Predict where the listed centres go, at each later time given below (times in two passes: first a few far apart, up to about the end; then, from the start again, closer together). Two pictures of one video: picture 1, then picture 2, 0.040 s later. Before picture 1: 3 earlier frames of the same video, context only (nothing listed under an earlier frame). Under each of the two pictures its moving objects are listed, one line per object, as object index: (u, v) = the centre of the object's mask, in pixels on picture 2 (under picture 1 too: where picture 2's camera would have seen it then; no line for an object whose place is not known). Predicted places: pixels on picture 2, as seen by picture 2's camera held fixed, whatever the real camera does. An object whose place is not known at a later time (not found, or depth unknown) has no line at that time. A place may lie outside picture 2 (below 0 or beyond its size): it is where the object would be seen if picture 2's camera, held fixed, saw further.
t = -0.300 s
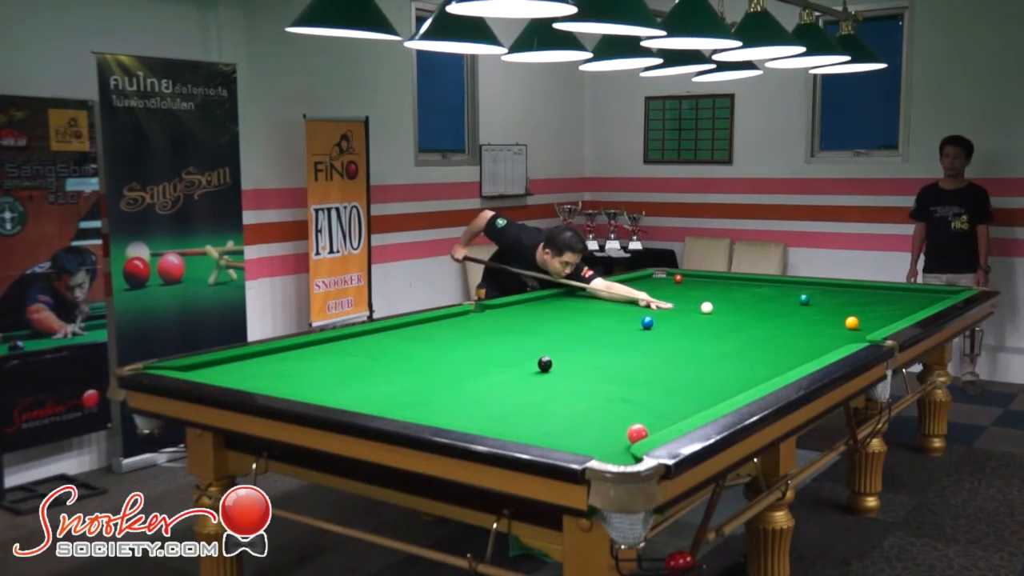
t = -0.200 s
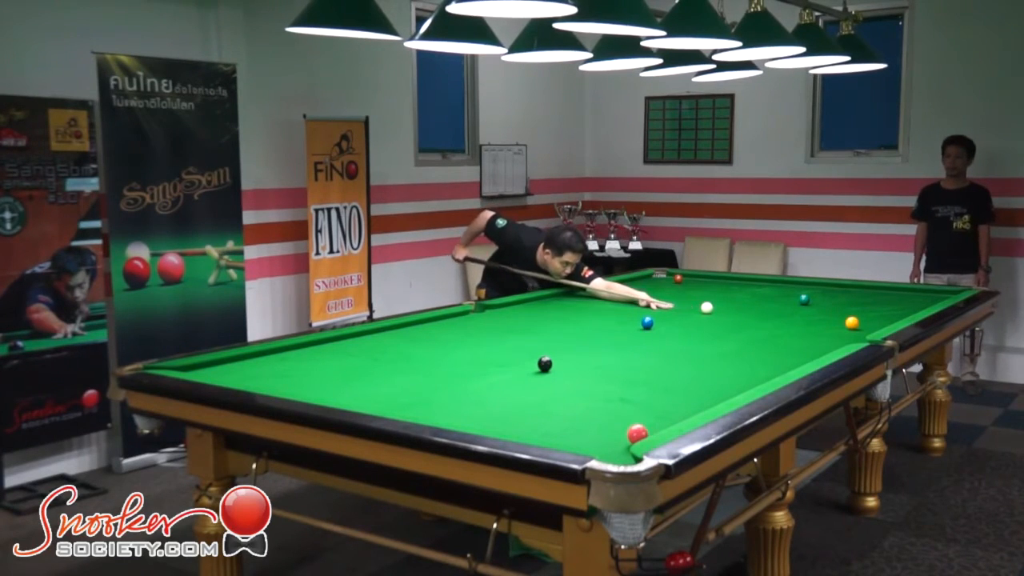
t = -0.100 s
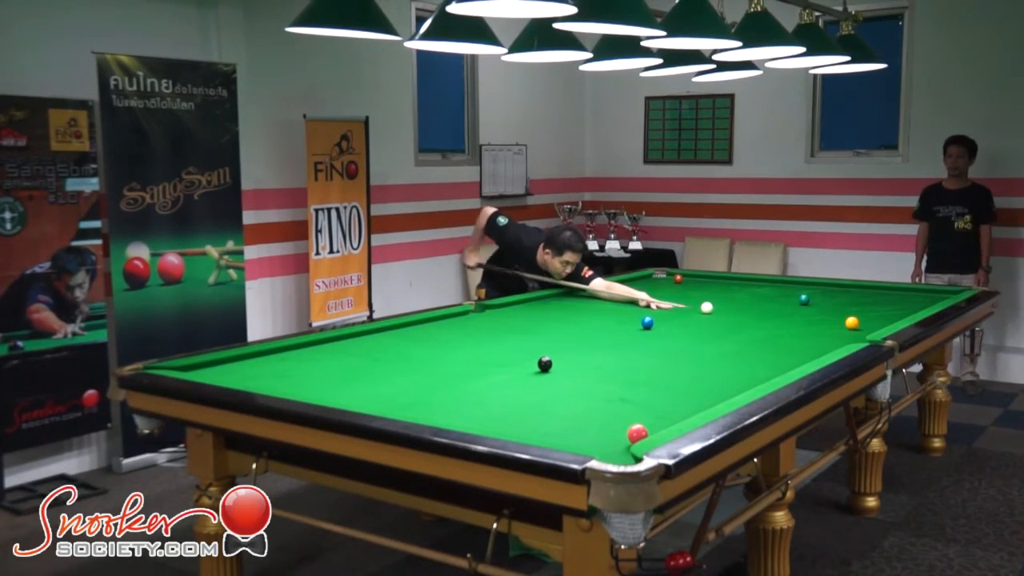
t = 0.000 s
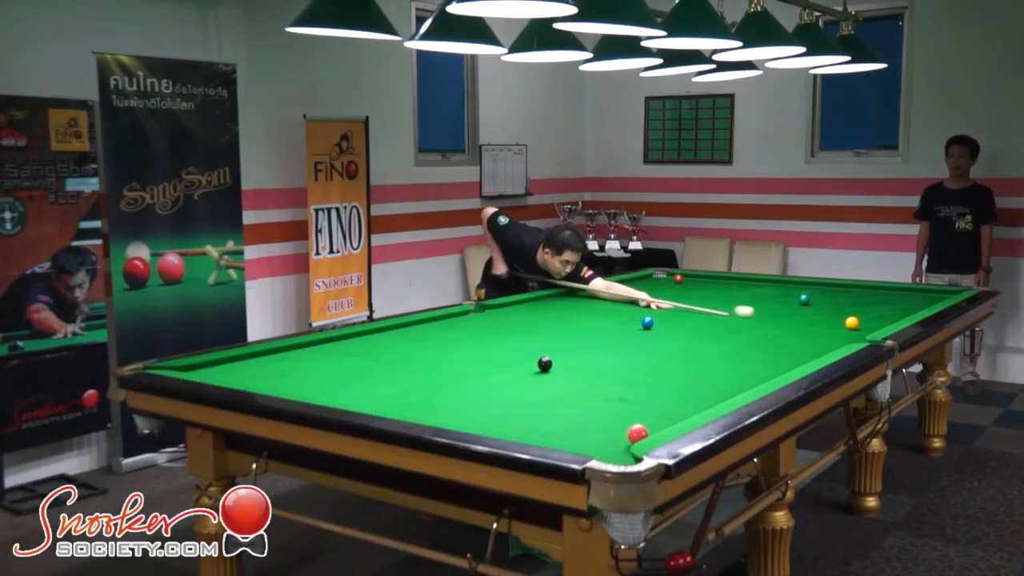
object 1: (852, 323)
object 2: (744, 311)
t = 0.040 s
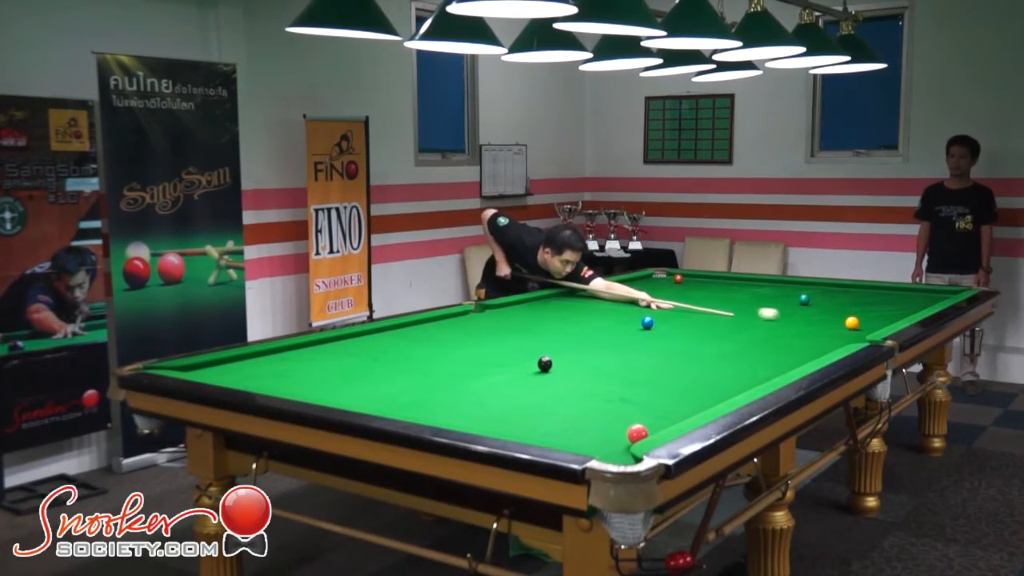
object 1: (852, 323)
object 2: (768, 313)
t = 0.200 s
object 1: (868, 325)
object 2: (845, 321)
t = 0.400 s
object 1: (814, 323)
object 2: (853, 319)
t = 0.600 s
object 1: (745, 319)
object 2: (860, 317)
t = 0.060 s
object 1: (852, 323)
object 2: (780, 314)
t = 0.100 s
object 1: (852, 323)
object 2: (803, 317)
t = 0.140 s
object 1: (852, 323)
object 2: (827, 319)
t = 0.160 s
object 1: (852, 323)
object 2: (837, 320)
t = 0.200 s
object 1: (868, 325)
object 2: (845, 321)
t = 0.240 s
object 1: (879, 326)
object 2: (847, 320)
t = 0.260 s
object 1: (870, 326)
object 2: (849, 320)
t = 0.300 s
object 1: (853, 325)
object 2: (849, 317)
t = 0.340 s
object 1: (836, 324)
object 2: (852, 319)
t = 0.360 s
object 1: (829, 324)
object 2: (852, 319)
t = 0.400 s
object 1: (814, 323)
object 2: (853, 319)
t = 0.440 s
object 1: (799, 322)
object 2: (855, 318)
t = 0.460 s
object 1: (793, 322)
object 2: (856, 318)
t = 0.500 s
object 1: (778, 321)
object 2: (857, 318)
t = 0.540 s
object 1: (765, 320)
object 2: (858, 318)
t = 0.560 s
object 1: (759, 320)
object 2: (859, 318)
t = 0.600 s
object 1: (745, 319)
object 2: (860, 317)
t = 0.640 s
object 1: (732, 318)
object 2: (862, 317)
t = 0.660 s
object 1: (725, 318)
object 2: (862, 317)
